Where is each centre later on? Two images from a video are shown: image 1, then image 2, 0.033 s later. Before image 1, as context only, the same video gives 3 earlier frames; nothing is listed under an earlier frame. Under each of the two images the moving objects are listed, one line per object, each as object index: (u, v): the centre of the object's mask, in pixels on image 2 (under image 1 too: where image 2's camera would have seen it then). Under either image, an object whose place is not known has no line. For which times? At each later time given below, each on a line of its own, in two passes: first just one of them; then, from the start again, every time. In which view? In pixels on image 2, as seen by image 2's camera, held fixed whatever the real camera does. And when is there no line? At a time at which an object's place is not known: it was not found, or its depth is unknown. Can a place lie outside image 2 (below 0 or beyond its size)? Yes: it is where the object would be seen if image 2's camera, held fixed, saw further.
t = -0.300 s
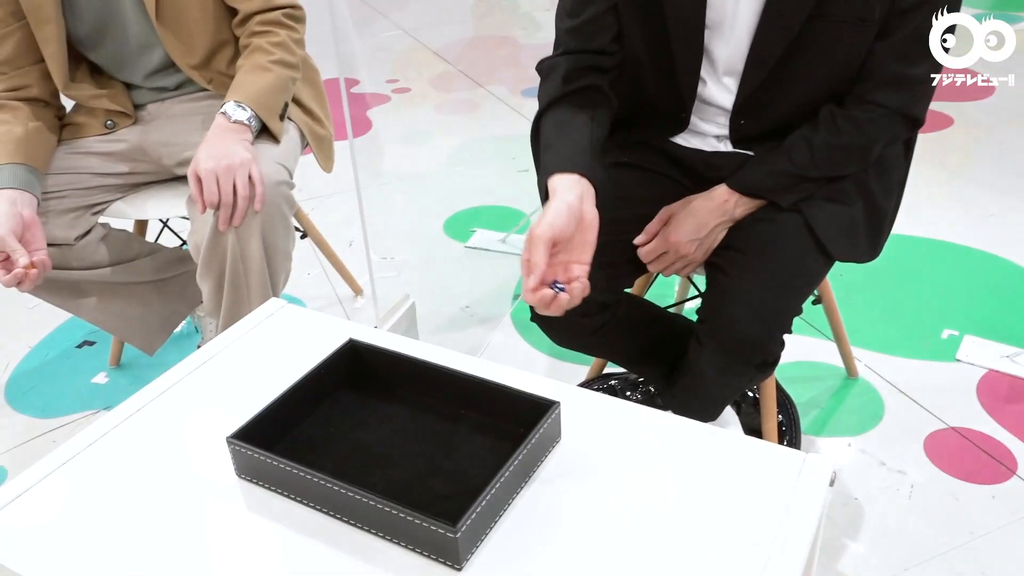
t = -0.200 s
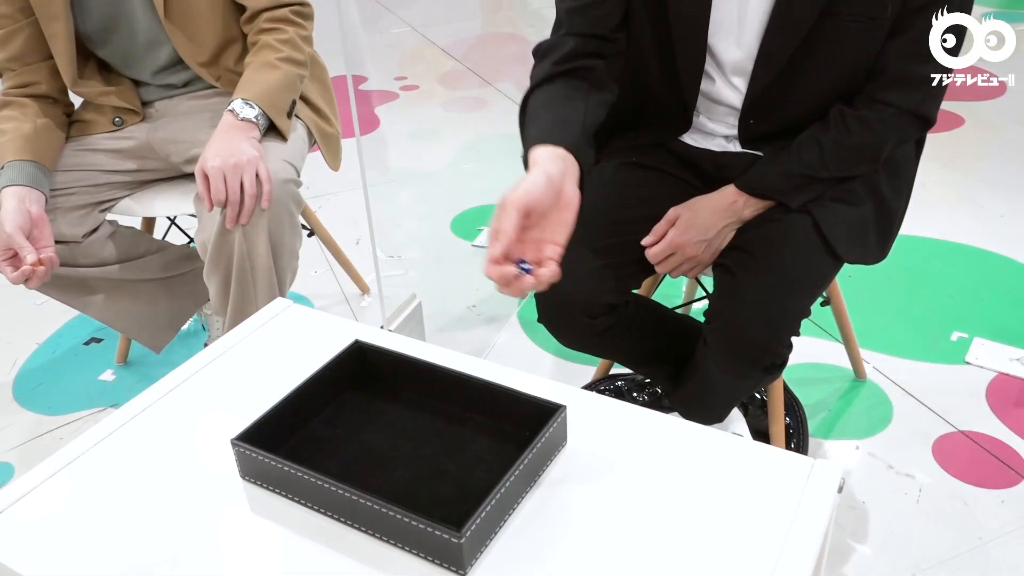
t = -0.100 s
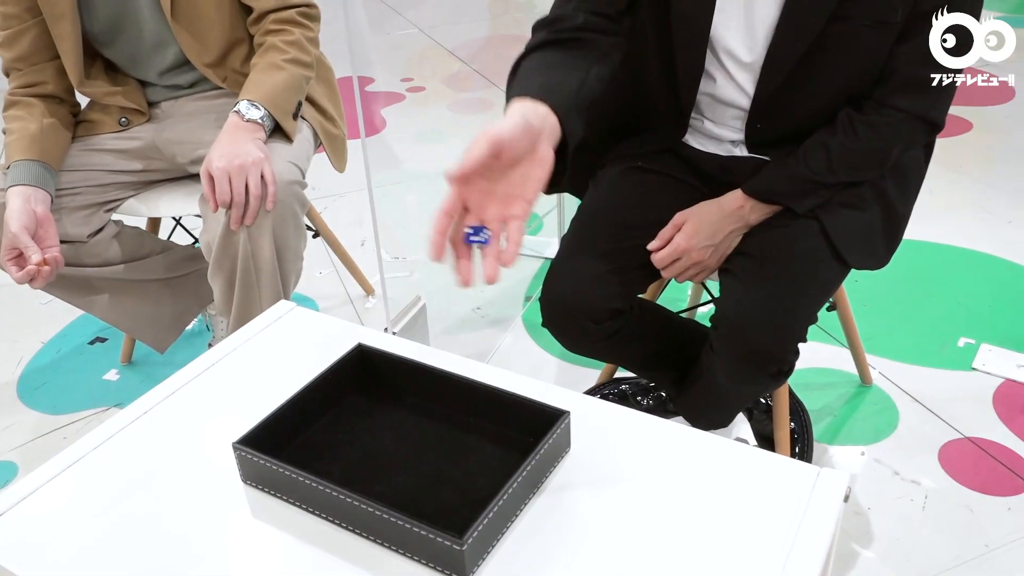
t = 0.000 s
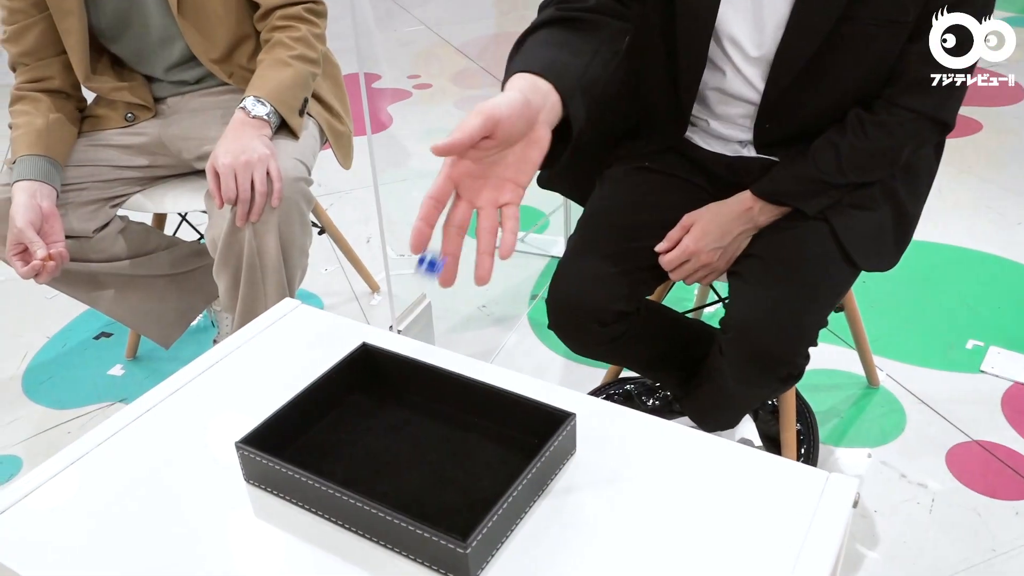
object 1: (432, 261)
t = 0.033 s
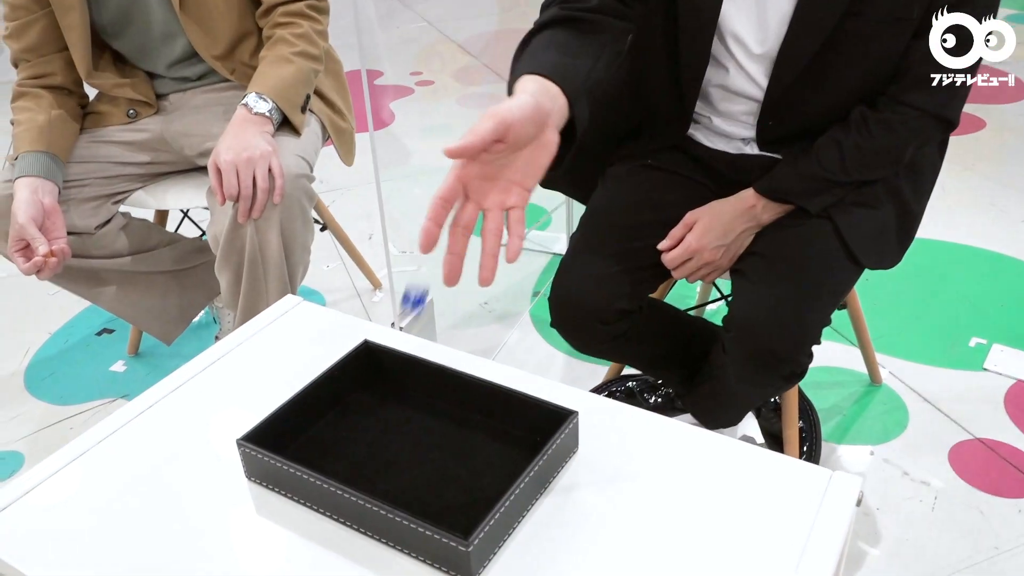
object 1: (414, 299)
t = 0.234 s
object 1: (353, 475)
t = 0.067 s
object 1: (396, 359)
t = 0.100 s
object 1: (383, 414)
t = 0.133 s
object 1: (371, 432)
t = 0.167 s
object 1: (363, 445)
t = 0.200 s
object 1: (356, 464)
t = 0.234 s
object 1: (353, 475)
